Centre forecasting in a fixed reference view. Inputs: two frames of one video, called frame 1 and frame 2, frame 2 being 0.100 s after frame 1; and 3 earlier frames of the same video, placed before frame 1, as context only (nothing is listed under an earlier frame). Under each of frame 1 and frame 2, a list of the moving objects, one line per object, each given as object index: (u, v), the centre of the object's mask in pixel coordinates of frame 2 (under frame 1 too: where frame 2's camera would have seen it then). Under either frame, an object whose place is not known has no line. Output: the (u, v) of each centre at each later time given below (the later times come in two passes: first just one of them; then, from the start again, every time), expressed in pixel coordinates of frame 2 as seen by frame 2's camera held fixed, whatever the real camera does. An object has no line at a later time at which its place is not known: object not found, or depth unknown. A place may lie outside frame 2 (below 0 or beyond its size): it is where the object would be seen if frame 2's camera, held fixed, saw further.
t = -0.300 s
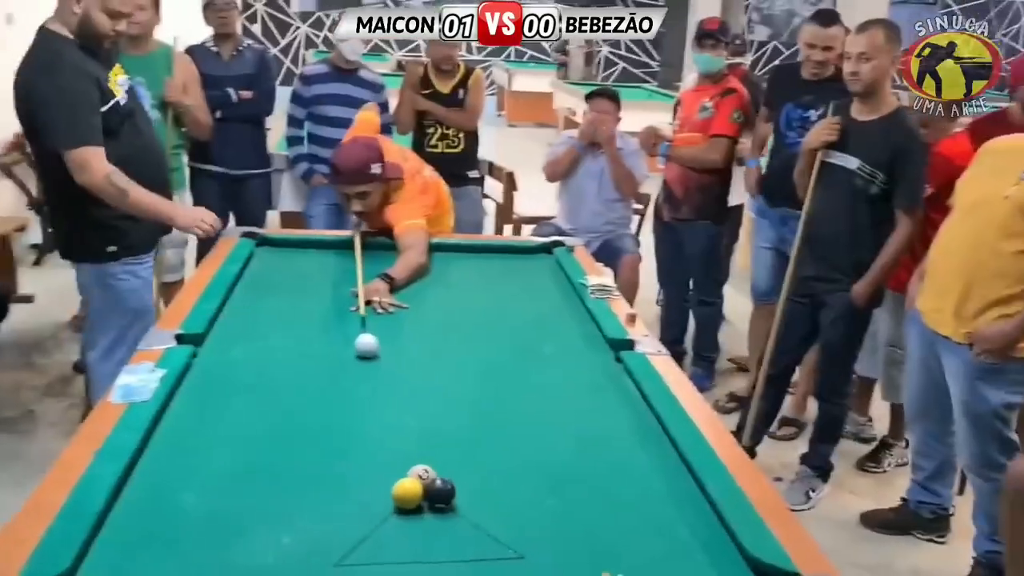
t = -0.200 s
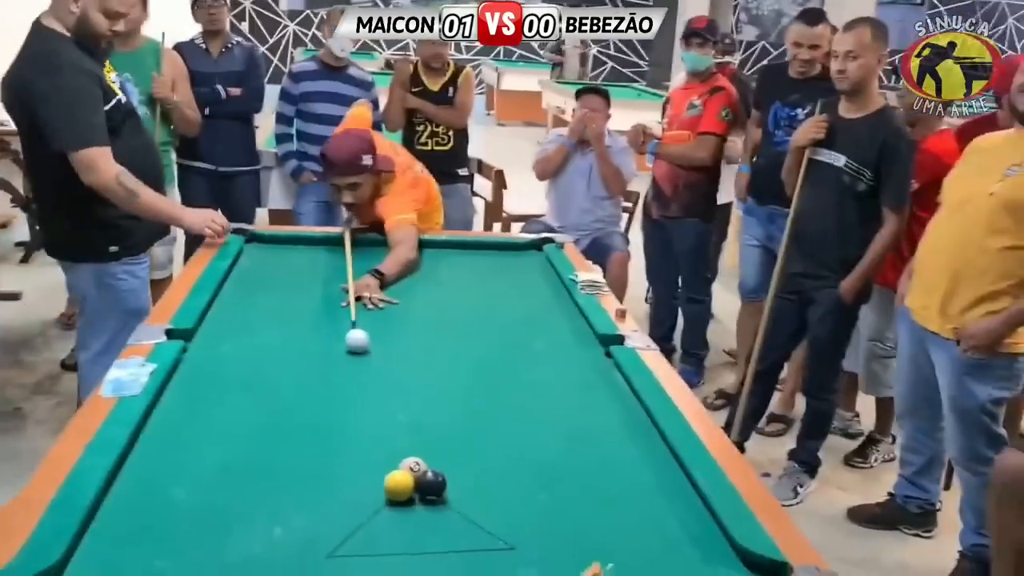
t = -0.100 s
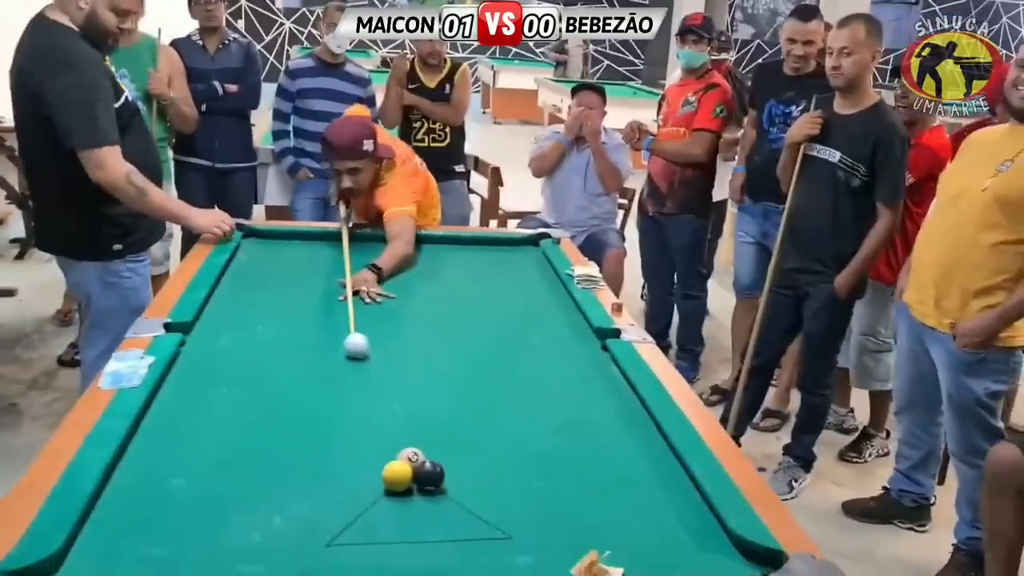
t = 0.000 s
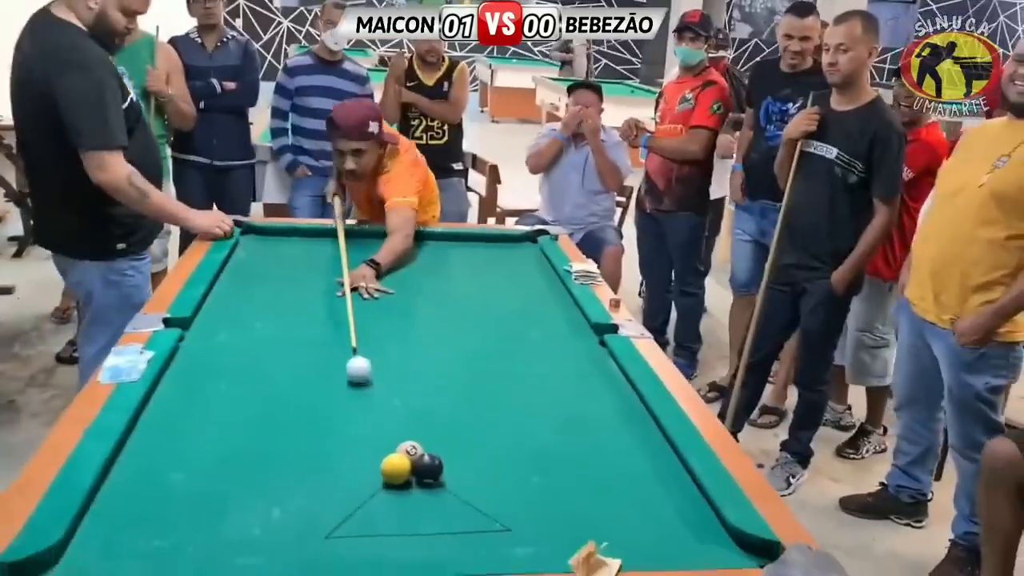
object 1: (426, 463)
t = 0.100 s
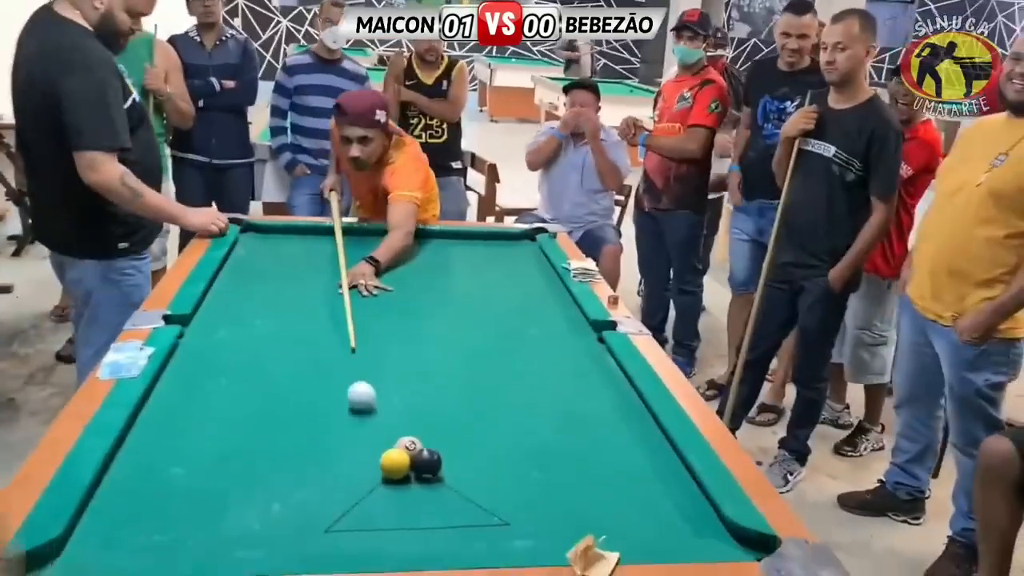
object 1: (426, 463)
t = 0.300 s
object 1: (441, 462)
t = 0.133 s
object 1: (426, 463)
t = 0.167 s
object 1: (426, 463)
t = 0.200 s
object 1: (426, 462)
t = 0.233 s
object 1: (426, 463)
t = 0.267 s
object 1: (427, 463)
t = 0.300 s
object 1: (441, 462)
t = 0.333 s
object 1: (452, 462)
